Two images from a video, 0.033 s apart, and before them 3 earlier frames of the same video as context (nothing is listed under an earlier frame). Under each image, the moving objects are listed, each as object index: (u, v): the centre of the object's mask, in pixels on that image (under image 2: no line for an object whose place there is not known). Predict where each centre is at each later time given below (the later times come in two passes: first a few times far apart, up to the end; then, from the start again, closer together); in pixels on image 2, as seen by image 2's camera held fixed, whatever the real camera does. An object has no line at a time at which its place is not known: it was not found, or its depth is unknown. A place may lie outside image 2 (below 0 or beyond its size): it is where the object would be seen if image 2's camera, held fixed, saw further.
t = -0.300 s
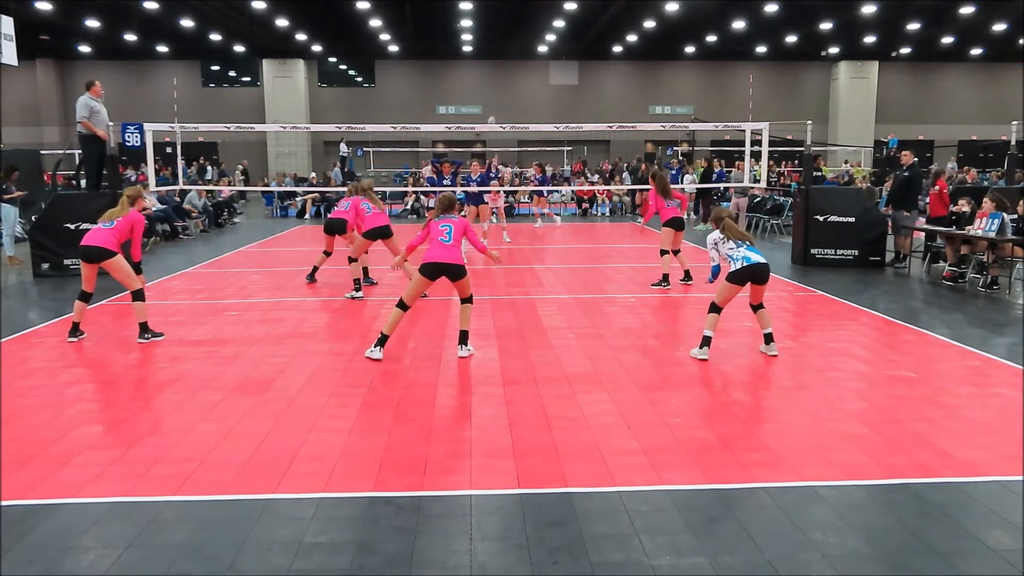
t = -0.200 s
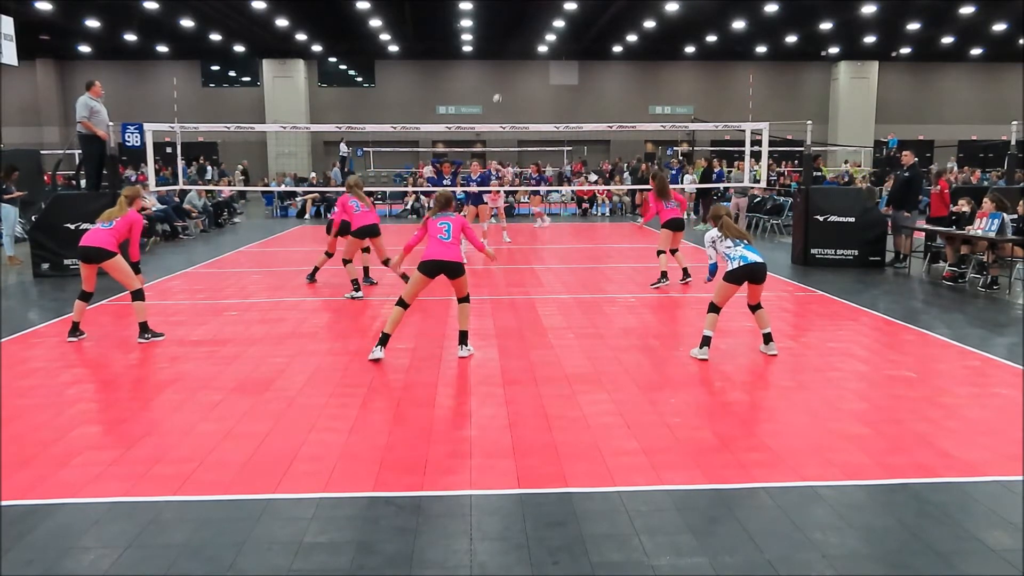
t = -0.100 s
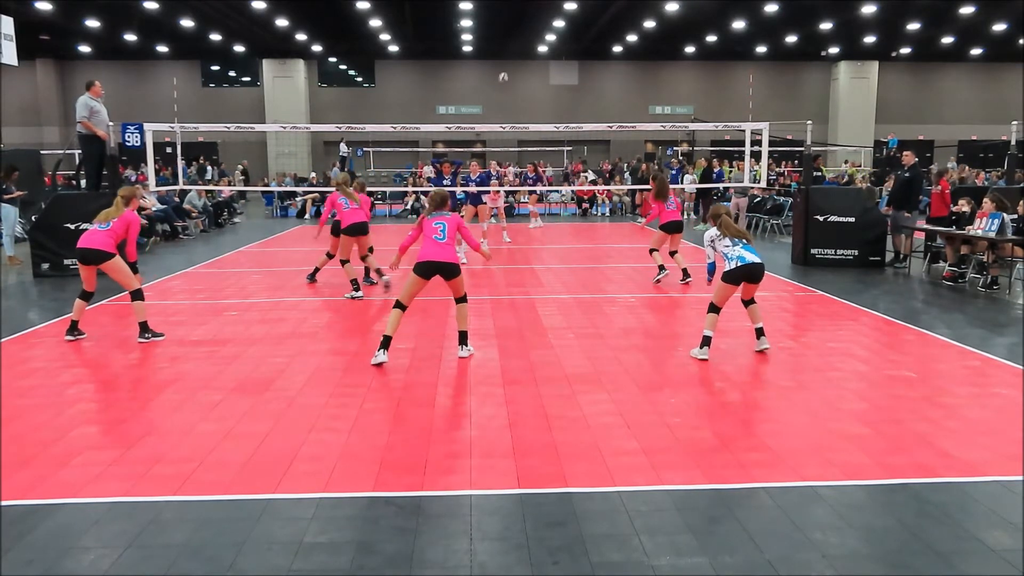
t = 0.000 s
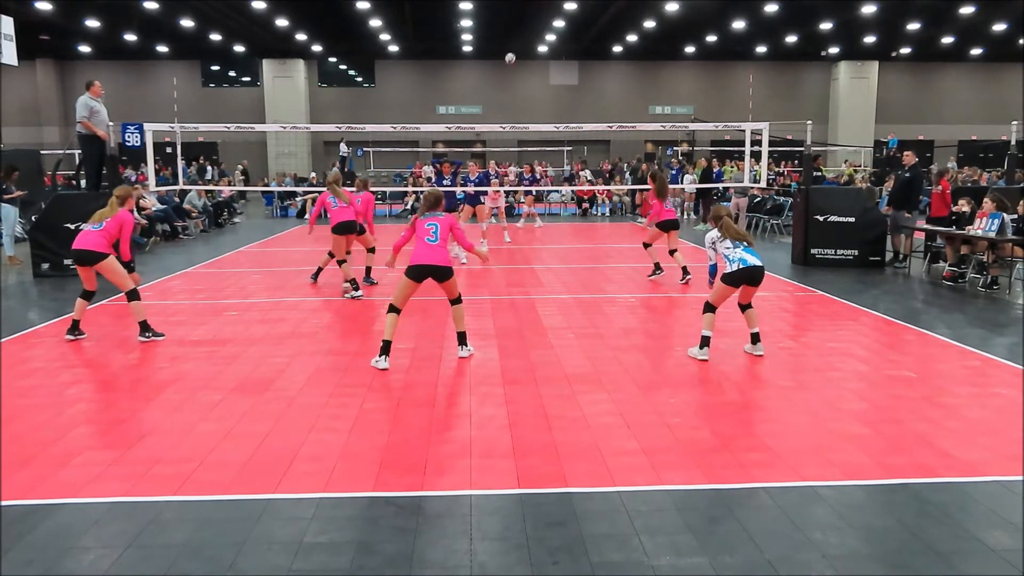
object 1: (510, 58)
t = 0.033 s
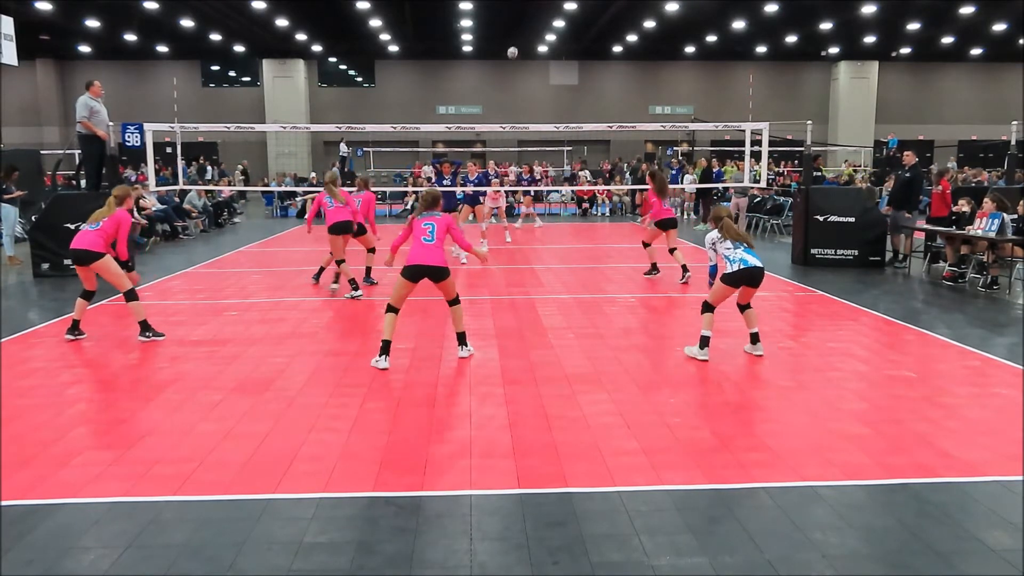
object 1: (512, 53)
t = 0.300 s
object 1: (533, 16)
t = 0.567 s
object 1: (560, 13)
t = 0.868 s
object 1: (605, 91)
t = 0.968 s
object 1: (621, 155)
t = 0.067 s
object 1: (515, 47)
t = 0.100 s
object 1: (517, 42)
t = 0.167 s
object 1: (522, 32)
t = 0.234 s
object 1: (527, 23)
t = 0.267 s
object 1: (530, 20)
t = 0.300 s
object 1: (533, 16)
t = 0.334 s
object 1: (536, 14)
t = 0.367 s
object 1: (539, 12)
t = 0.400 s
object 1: (542, 10)
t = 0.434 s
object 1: (546, 9)
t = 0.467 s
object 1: (549, 9)
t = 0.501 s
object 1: (553, 9)
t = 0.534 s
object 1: (557, 11)
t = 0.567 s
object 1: (560, 13)
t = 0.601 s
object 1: (565, 17)
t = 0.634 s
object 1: (570, 21)
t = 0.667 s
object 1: (574, 27)
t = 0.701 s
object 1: (578, 33)
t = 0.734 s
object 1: (583, 42)
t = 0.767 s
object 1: (588, 52)
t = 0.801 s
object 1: (593, 63)
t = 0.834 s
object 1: (598, 75)
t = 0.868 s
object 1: (605, 91)
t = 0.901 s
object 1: (610, 109)
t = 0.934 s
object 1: (616, 132)
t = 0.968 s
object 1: (621, 155)
